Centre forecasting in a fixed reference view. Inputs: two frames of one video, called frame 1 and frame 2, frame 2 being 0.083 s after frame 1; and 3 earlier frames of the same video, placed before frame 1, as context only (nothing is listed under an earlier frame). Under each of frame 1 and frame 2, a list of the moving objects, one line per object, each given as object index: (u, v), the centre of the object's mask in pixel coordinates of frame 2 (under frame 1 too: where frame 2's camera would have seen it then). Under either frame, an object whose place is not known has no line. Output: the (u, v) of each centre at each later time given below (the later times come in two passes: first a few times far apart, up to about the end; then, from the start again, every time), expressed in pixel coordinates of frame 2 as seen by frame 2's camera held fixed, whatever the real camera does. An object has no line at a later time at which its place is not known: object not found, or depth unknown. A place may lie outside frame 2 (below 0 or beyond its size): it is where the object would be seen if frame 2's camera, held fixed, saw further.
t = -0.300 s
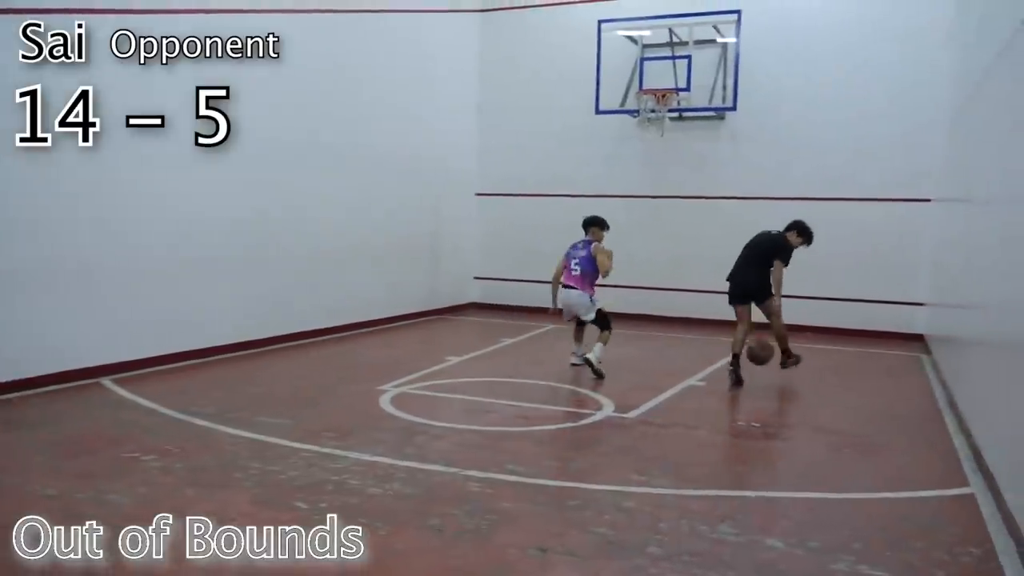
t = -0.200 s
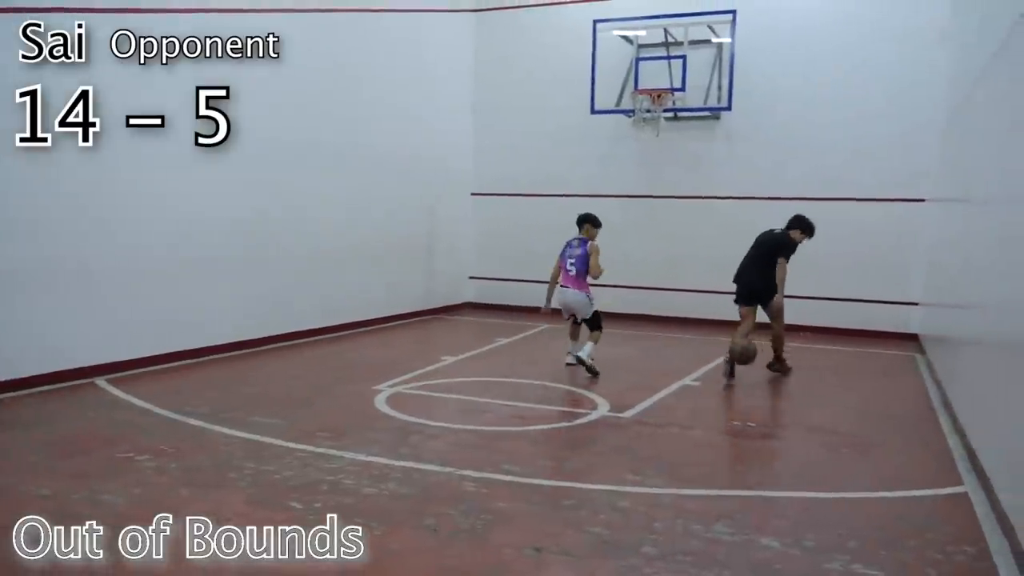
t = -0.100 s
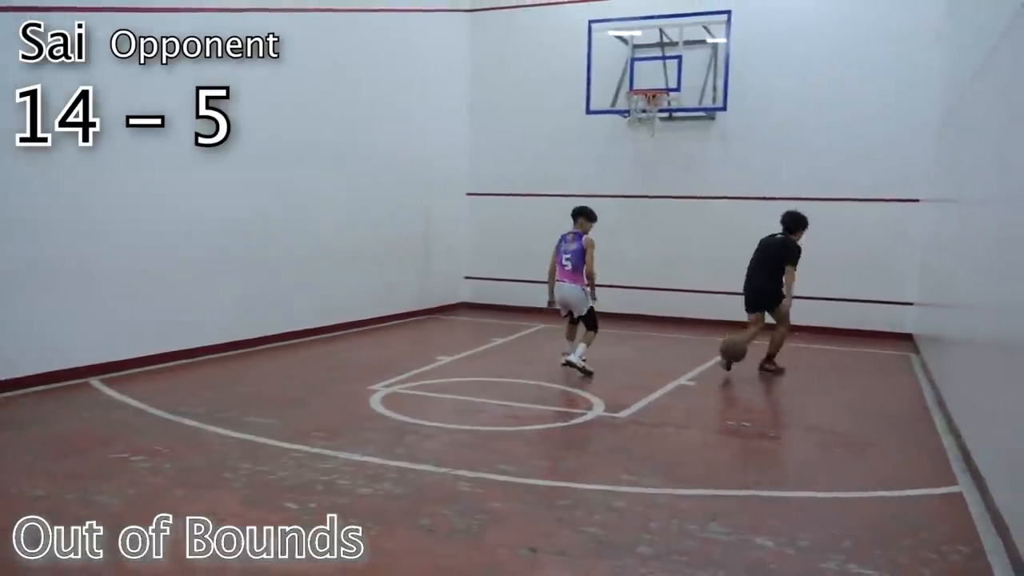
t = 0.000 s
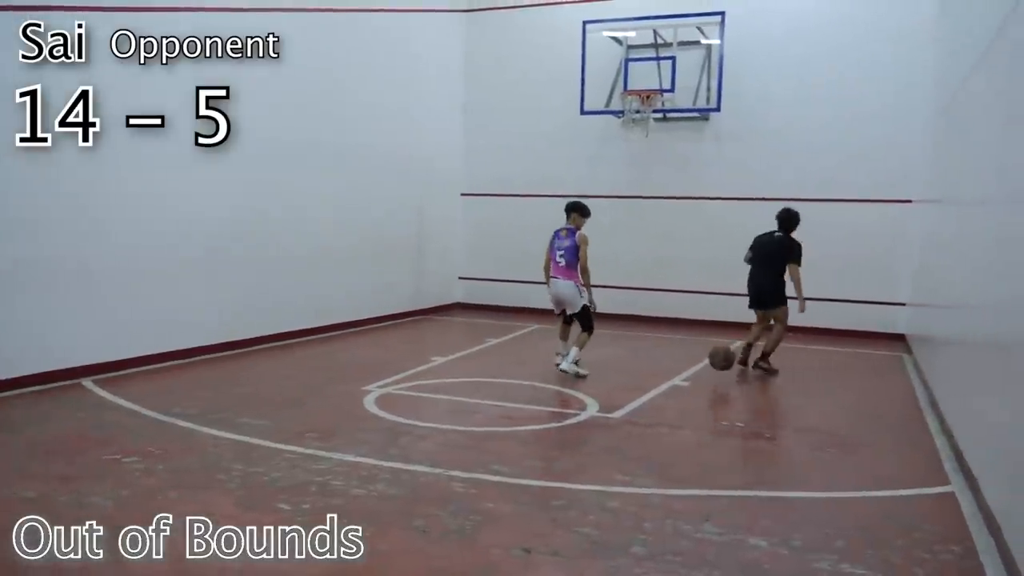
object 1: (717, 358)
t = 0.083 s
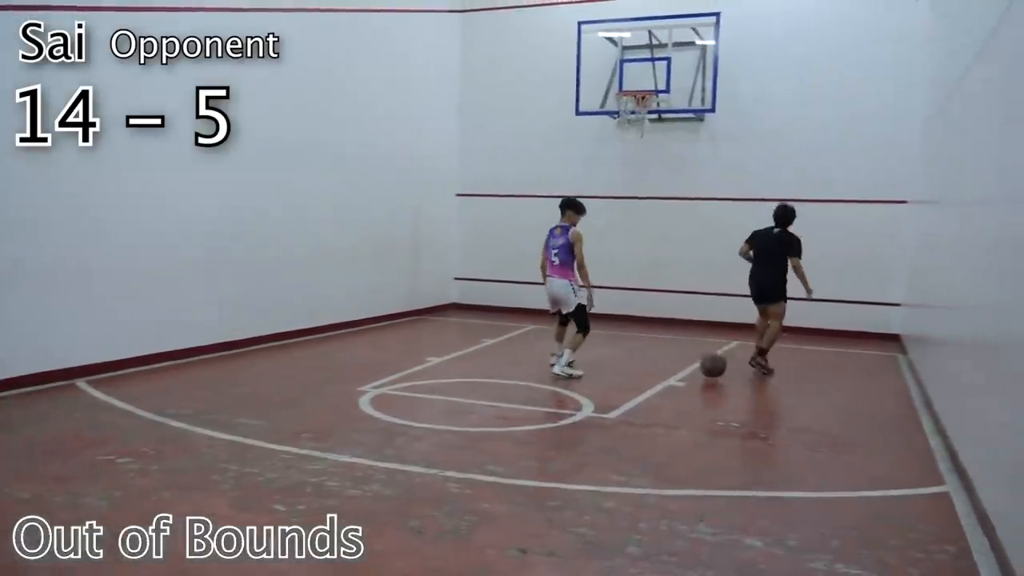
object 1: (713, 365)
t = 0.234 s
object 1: (710, 350)
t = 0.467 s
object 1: (704, 355)
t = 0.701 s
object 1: (698, 357)
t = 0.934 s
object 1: (692, 353)
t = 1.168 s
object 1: (687, 348)
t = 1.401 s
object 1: (683, 347)
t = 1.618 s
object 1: (677, 345)
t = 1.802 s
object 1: (674, 343)
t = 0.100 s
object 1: (713, 362)
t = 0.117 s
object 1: (712, 359)
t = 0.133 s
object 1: (712, 357)
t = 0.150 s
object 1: (712, 355)
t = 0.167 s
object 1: (711, 355)
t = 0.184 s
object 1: (711, 352)
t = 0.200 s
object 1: (711, 351)
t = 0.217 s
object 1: (710, 351)
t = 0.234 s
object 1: (710, 350)
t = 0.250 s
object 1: (710, 350)
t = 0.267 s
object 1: (709, 350)
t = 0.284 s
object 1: (709, 350)
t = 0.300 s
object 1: (709, 351)
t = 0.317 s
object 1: (708, 352)
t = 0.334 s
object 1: (708, 352)
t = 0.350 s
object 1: (707, 354)
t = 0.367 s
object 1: (707, 356)
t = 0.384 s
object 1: (706, 357)
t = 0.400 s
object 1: (705, 360)
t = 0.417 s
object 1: (705, 362)
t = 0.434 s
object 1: (705, 360)
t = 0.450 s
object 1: (704, 357)
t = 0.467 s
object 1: (704, 355)
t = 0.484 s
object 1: (703, 353)
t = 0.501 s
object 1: (703, 353)
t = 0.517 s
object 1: (703, 352)
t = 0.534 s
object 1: (702, 351)
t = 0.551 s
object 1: (702, 351)
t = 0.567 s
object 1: (701, 350)
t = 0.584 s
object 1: (701, 351)
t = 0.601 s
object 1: (701, 350)
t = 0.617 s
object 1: (701, 351)
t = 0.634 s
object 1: (699, 353)
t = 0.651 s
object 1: (699, 353)
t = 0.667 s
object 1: (699, 354)
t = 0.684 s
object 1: (698, 356)
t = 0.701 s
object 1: (698, 357)
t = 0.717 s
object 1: (697, 355)
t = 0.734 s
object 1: (697, 353)
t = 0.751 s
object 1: (697, 352)
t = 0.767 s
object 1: (696, 351)
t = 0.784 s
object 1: (696, 350)
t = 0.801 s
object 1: (696, 350)
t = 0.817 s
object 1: (695, 350)
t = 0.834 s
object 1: (695, 350)
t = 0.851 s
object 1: (694, 350)
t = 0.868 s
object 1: (694, 350)
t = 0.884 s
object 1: (694, 350)
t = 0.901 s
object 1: (693, 352)
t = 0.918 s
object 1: (692, 354)
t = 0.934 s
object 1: (692, 353)
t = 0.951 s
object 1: (692, 352)
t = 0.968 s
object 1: (691, 351)
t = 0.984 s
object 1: (691, 350)
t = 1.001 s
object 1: (691, 349)
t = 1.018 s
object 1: (690, 348)
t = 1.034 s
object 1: (690, 348)
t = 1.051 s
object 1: (690, 348)
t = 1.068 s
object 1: (689, 349)
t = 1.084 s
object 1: (689, 349)
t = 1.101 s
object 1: (689, 349)
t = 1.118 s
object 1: (688, 350)
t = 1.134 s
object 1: (688, 349)
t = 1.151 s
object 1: (688, 349)
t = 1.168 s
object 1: (687, 348)
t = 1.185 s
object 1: (687, 347)
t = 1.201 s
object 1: (686, 347)
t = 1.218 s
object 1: (686, 347)
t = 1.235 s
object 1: (686, 347)
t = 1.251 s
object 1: (686, 347)
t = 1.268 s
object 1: (685, 348)
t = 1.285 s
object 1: (685, 348)
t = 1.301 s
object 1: (685, 348)
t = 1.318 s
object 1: (684, 347)
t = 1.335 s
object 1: (684, 347)
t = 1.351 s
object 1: (684, 347)
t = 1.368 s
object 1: (683, 346)
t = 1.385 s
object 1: (683, 346)
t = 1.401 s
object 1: (683, 347)
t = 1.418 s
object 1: (682, 347)
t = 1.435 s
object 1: (682, 346)
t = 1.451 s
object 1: (682, 346)
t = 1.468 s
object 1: (681, 345)
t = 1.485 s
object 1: (681, 345)
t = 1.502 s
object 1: (680, 345)
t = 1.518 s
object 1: (679, 346)
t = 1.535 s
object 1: (679, 345)
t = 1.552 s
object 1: (679, 345)
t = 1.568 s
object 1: (679, 345)
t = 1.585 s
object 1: (678, 345)
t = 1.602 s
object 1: (678, 345)
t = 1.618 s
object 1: (677, 345)
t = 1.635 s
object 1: (677, 345)
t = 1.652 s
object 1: (677, 344)
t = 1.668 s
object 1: (676, 344)
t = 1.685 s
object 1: (676, 344)
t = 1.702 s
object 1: (676, 344)
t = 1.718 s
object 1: (676, 344)
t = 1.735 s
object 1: (675, 344)
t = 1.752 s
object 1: (675, 344)
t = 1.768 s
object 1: (674, 344)
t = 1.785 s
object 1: (674, 343)
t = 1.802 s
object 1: (674, 343)
